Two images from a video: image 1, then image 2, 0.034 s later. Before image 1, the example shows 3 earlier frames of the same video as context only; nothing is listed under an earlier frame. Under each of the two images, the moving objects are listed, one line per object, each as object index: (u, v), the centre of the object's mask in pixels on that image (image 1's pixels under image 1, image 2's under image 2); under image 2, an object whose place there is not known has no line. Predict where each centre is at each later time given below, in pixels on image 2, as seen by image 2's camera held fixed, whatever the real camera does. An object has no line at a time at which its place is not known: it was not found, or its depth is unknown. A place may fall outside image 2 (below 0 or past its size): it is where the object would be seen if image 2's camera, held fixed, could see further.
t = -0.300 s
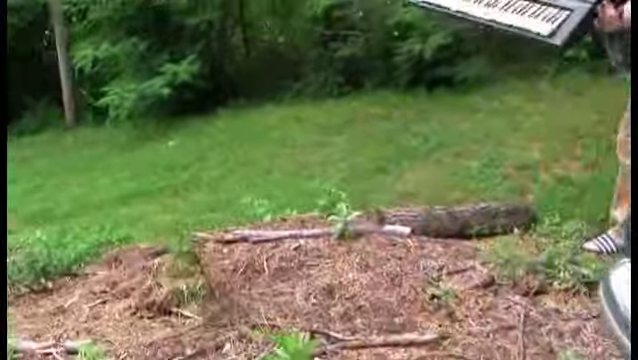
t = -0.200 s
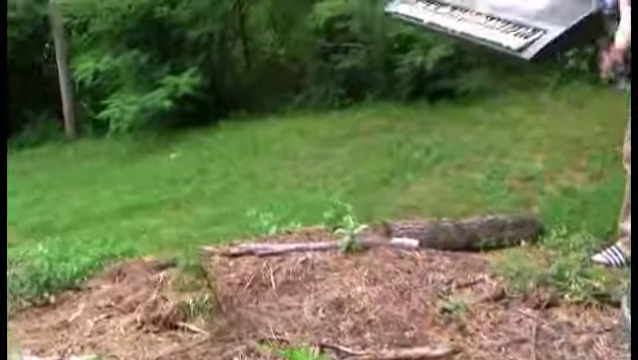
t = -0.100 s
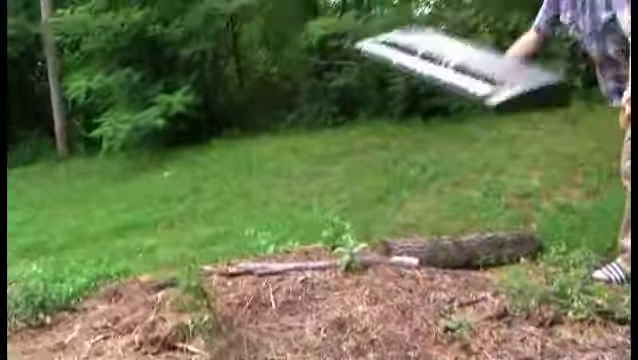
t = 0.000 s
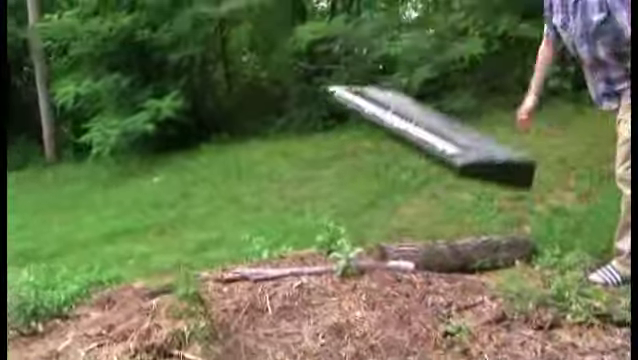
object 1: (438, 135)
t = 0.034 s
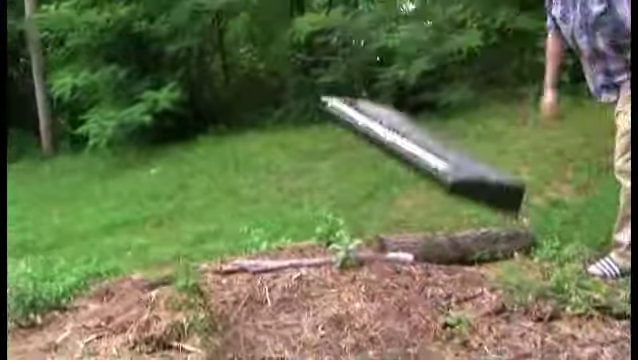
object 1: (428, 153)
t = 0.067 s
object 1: (418, 180)
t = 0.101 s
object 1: (409, 213)
